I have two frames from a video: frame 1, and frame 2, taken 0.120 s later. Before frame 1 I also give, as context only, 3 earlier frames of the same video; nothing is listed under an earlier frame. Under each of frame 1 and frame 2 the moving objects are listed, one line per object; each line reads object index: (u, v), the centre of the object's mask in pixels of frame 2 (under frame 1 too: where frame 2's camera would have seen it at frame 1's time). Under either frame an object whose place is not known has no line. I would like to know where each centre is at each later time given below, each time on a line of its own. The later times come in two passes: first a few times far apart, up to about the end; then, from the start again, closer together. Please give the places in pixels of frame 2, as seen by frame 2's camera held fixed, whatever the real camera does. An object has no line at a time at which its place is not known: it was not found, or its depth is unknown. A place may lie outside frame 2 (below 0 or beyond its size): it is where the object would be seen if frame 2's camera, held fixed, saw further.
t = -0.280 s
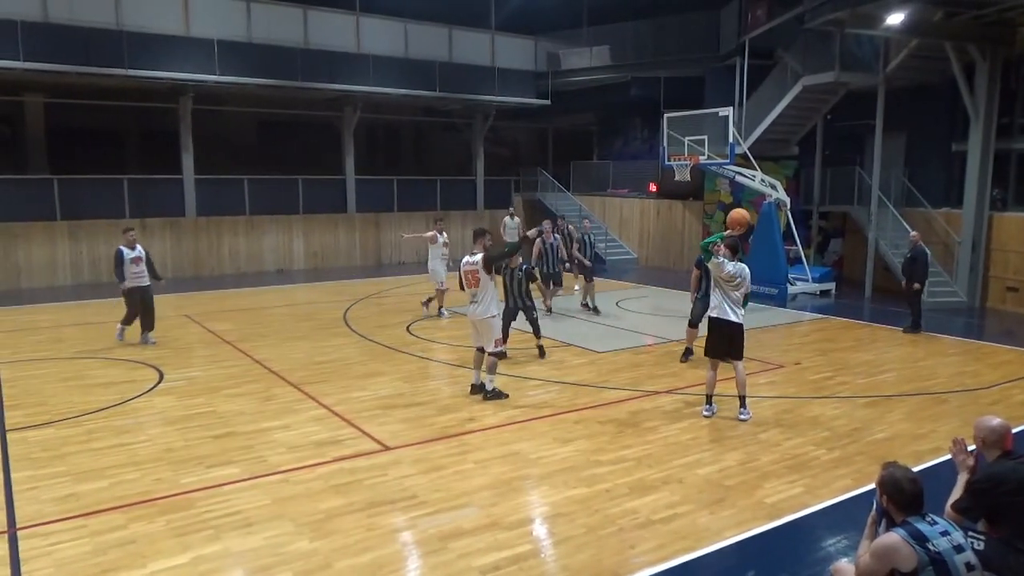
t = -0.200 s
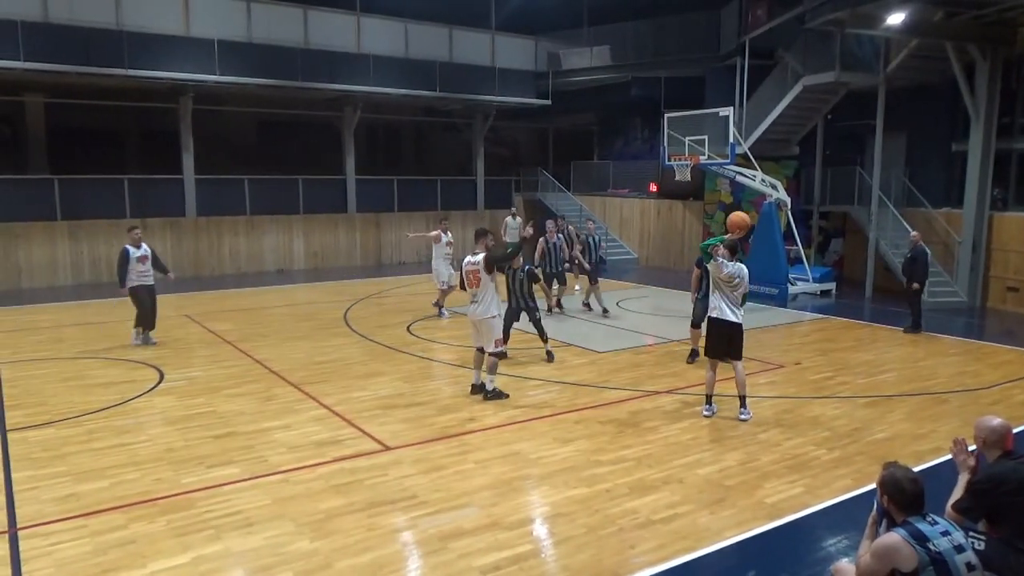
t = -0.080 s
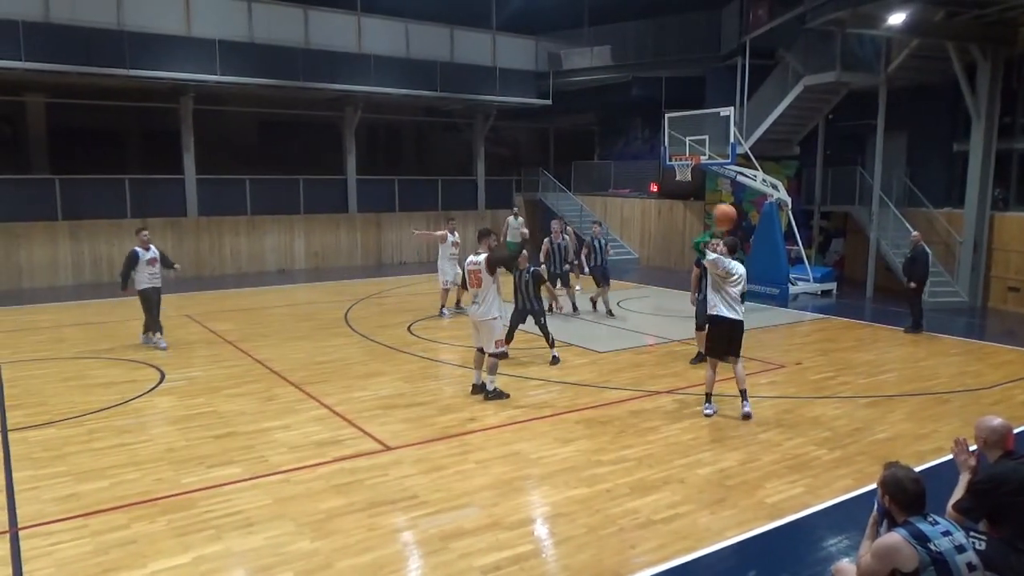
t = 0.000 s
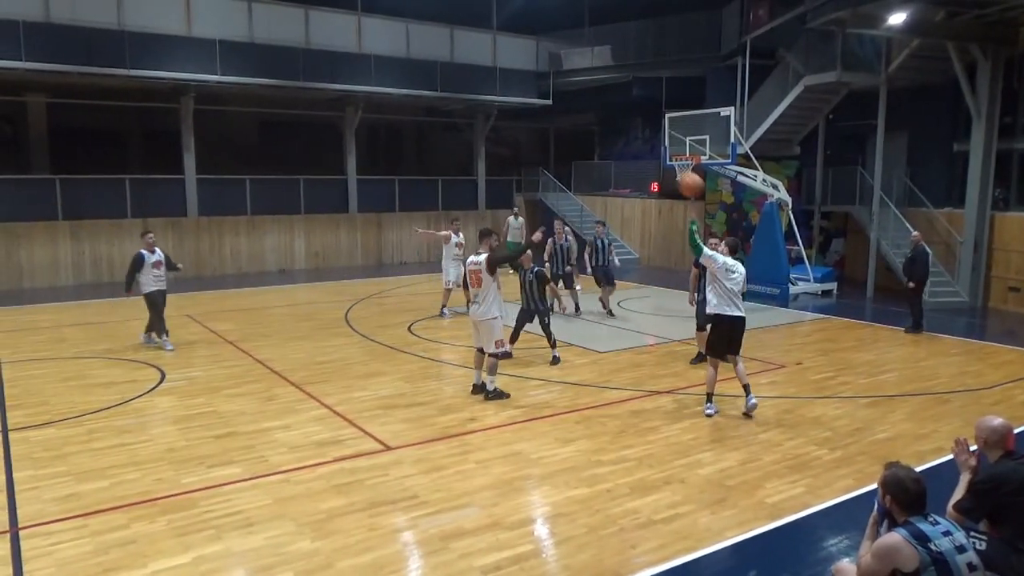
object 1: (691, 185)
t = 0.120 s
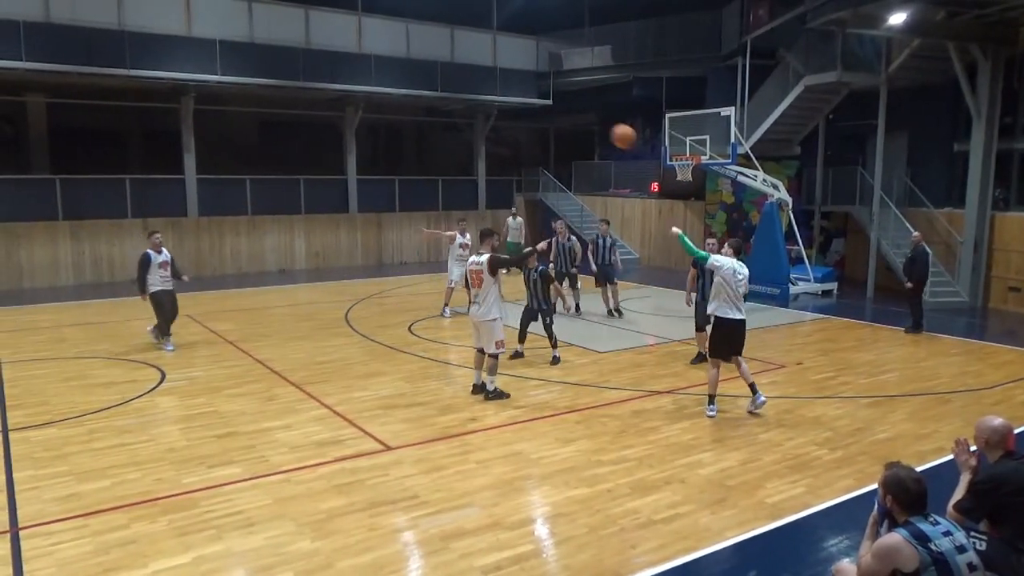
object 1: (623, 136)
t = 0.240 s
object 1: (561, 104)
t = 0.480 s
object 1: (452, 81)
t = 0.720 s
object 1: (361, 105)
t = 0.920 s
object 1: (298, 152)
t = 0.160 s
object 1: (601, 124)
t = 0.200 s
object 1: (581, 113)
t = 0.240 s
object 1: (561, 104)
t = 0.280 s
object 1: (542, 96)
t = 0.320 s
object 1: (522, 89)
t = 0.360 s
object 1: (504, 85)
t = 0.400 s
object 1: (486, 84)
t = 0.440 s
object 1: (469, 82)
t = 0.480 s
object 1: (452, 81)
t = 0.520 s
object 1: (437, 82)
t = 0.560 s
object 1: (420, 84)
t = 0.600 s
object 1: (405, 88)
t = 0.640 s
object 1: (390, 93)
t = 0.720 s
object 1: (361, 105)
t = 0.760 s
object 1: (348, 113)
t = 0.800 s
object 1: (335, 122)
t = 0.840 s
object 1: (322, 131)
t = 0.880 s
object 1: (310, 141)
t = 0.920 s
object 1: (298, 152)
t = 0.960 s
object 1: (287, 164)
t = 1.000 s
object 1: (276, 177)
